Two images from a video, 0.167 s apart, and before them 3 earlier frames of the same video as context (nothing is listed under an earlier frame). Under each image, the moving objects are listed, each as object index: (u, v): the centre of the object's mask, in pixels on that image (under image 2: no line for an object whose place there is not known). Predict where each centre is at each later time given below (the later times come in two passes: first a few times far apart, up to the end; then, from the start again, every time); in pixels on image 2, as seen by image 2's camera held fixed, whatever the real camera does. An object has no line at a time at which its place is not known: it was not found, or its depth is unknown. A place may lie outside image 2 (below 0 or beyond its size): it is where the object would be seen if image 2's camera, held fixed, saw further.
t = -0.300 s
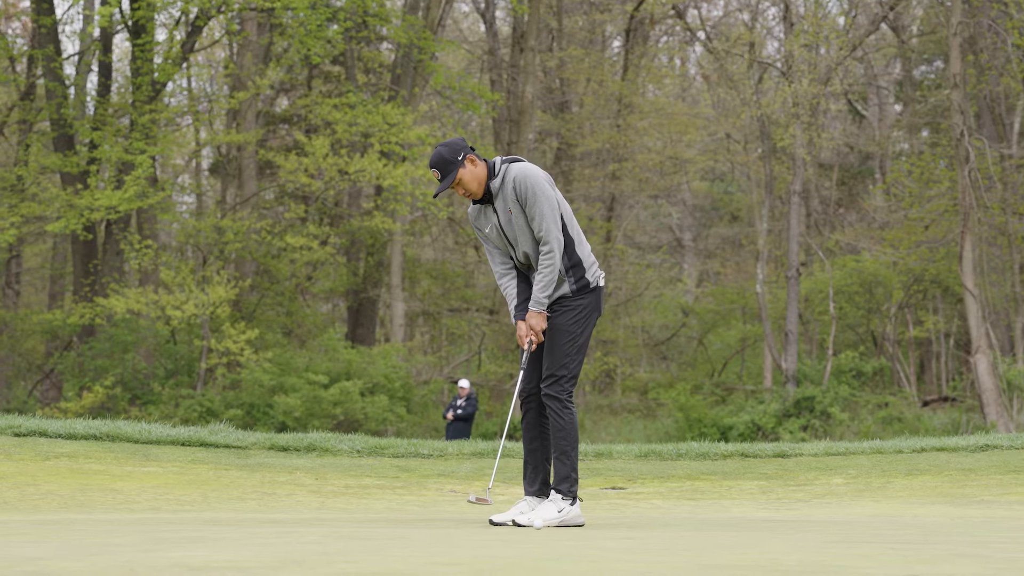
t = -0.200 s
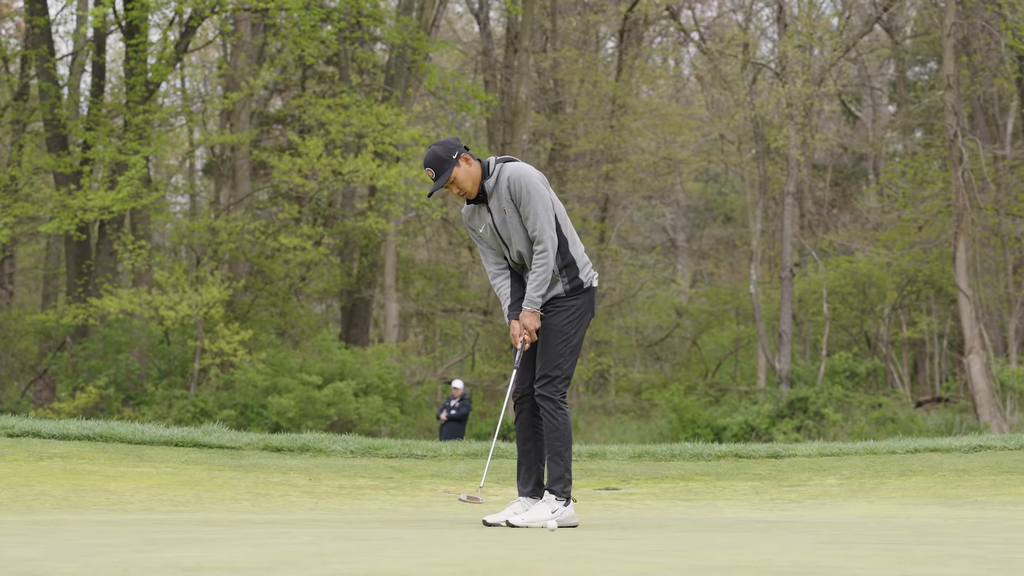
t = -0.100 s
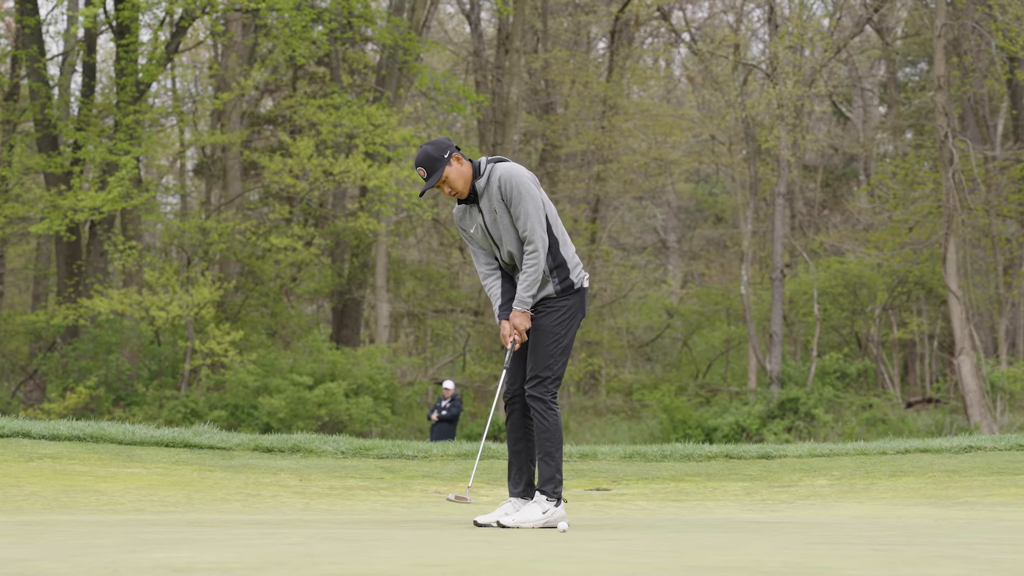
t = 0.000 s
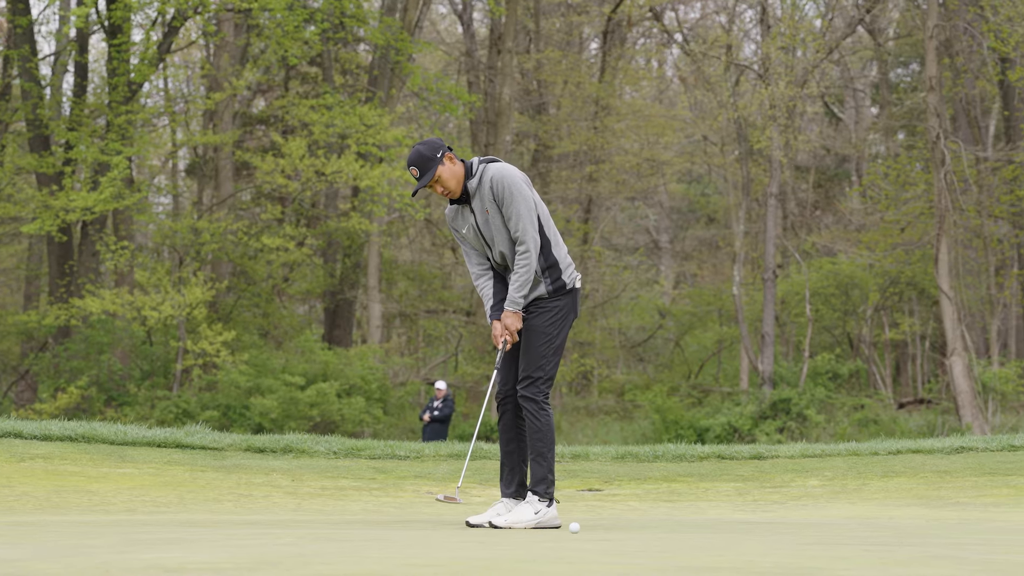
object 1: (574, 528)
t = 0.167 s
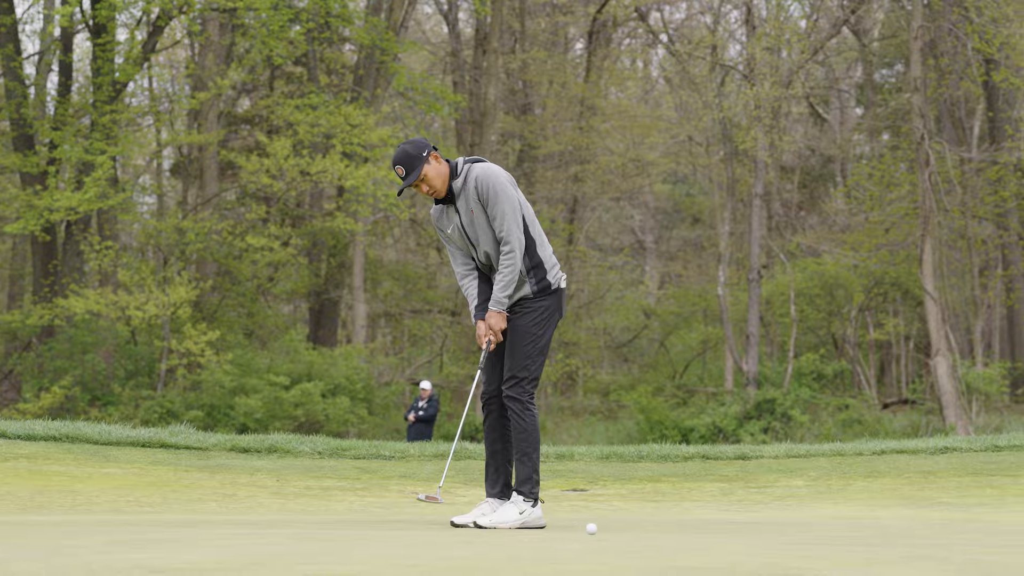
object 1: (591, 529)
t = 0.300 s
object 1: (616, 529)
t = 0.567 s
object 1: (663, 529)
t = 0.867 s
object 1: (710, 530)
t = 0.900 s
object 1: (714, 530)
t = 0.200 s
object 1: (597, 529)
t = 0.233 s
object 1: (603, 529)
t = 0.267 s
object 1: (609, 529)
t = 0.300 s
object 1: (616, 529)
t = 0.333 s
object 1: (622, 528)
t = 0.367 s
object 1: (628, 528)
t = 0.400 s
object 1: (634, 528)
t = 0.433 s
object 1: (640, 528)
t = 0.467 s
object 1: (645, 529)
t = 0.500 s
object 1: (651, 529)
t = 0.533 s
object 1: (657, 529)
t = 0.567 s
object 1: (663, 529)
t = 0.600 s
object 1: (669, 529)
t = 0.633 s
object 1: (674, 529)
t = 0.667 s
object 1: (680, 530)
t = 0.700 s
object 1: (686, 529)
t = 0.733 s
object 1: (691, 529)
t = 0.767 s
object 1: (696, 530)
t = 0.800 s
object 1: (701, 530)
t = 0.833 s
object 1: (705, 530)
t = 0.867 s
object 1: (710, 530)
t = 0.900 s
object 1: (714, 530)
